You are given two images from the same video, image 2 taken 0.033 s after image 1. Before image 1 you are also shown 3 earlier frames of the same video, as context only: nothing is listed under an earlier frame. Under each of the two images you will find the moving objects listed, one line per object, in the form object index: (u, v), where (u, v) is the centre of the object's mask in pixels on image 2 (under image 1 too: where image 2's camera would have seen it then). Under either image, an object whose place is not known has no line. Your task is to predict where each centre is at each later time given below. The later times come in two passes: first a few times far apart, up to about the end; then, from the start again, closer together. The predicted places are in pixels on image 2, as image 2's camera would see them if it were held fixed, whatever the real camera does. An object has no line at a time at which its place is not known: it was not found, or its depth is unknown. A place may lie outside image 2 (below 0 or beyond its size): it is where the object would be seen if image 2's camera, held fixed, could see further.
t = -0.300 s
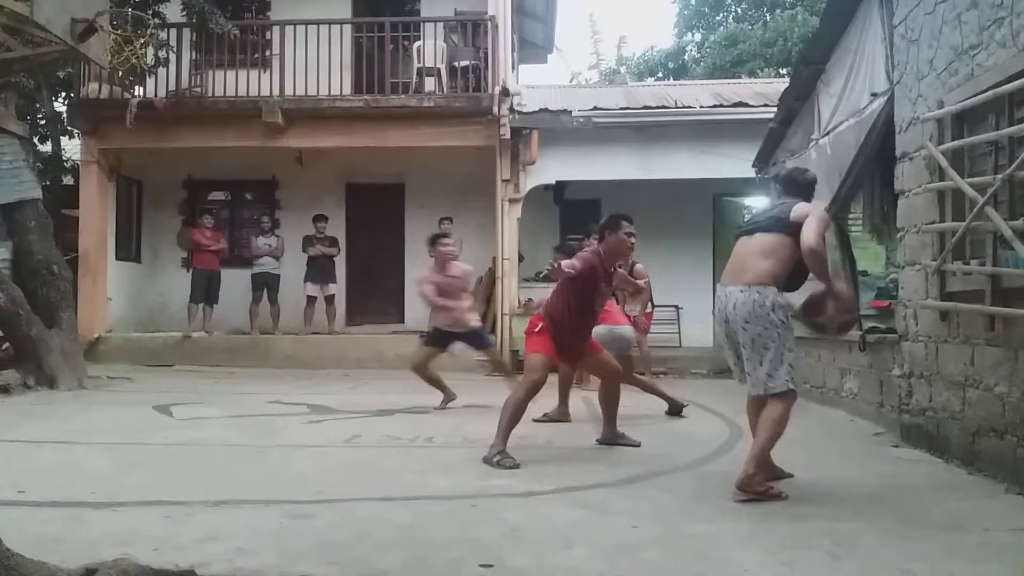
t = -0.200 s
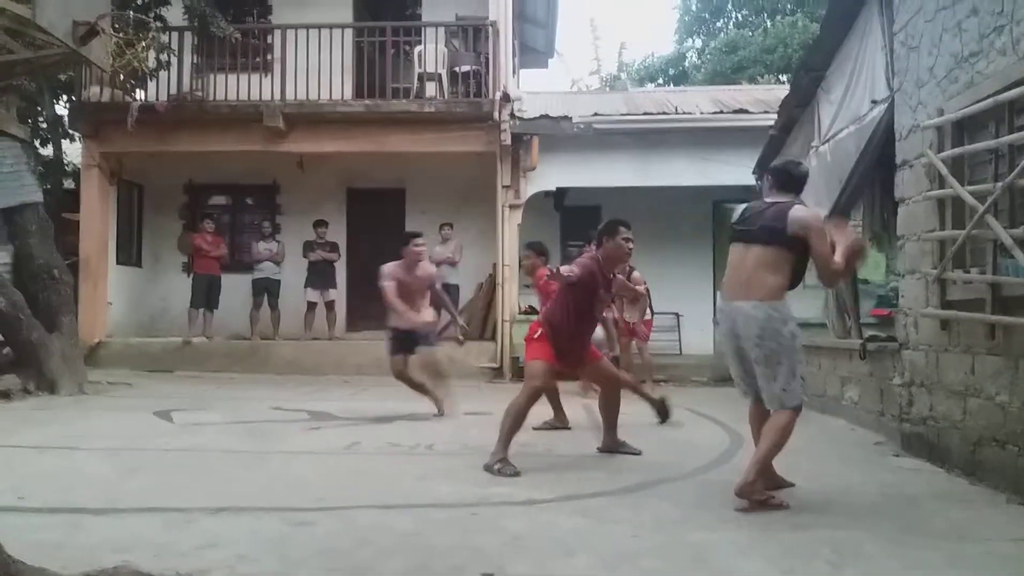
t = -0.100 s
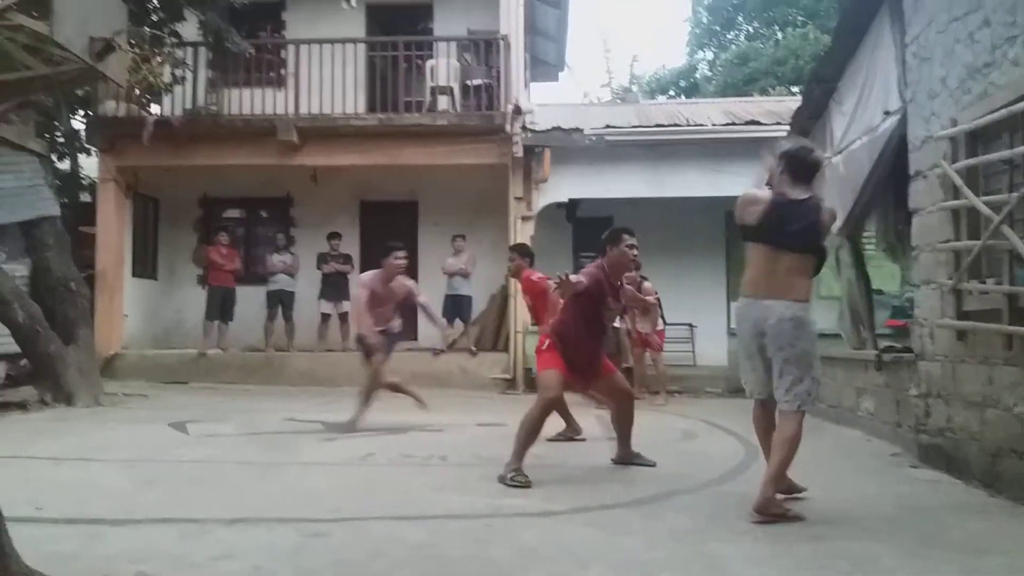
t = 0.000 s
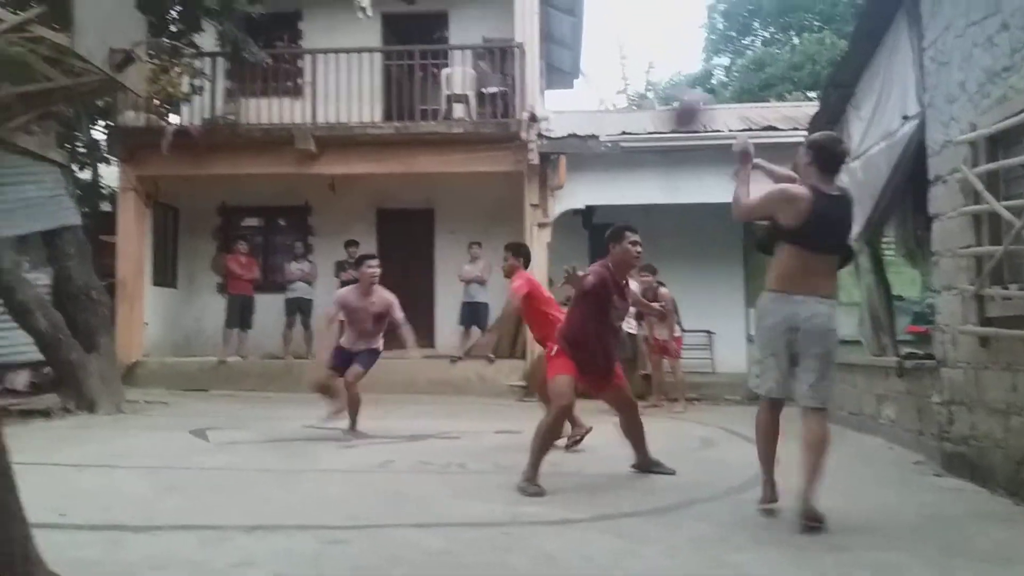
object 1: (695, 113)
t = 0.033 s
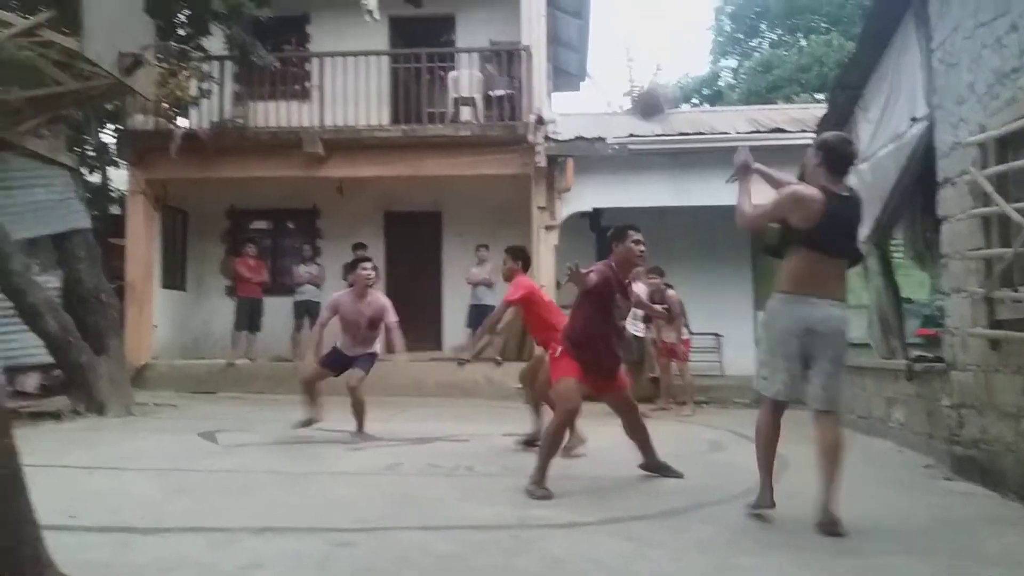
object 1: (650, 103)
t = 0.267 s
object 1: (408, 67)
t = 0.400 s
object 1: (296, 85)
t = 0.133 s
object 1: (532, 75)
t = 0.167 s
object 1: (501, 70)
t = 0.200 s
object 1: (468, 65)
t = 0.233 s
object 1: (436, 66)
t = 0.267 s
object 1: (408, 67)
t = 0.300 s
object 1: (379, 69)
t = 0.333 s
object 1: (349, 75)
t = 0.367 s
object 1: (320, 80)
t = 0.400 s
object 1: (296, 85)
